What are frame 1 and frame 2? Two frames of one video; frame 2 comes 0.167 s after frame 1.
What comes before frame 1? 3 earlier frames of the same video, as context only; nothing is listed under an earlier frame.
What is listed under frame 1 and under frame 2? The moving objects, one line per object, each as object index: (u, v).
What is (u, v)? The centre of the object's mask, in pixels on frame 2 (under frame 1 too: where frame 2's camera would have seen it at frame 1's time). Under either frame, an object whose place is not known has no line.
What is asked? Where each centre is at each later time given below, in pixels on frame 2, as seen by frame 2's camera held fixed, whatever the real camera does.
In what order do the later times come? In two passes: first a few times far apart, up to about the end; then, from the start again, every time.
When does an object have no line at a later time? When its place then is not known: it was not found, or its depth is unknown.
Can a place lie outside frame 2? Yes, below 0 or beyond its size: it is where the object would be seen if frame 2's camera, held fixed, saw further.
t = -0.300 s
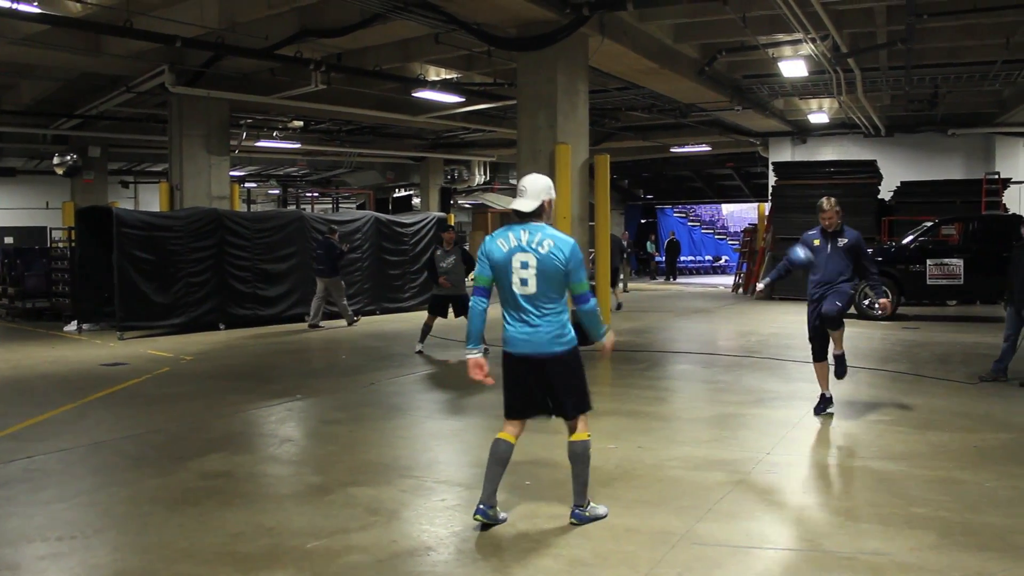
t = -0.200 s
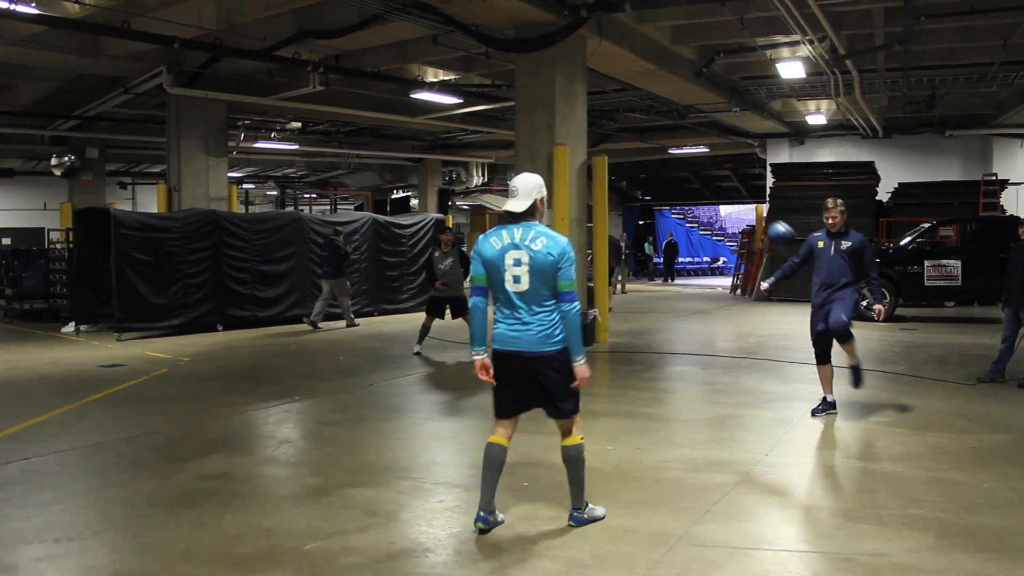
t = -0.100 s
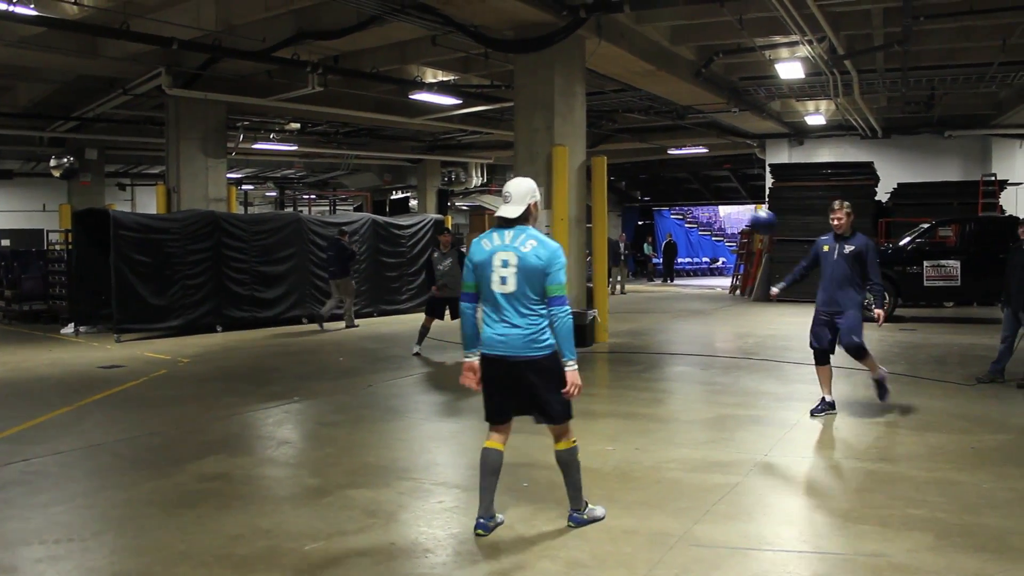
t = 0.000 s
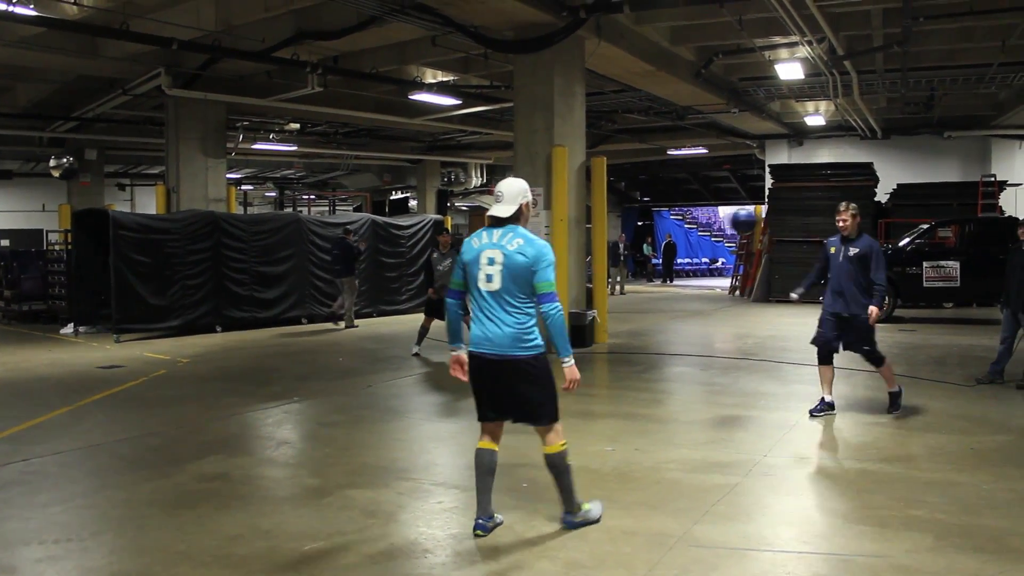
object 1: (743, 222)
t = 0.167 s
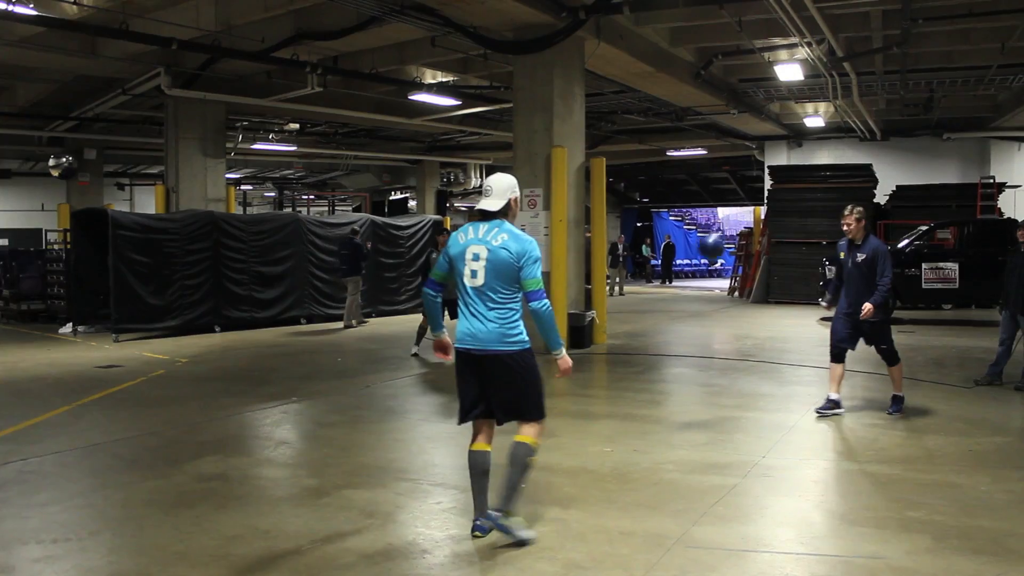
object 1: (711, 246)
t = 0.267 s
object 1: (693, 277)
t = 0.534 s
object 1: (642, 422)
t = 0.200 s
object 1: (706, 254)
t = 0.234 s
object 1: (699, 265)
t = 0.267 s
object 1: (693, 277)
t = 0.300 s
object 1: (685, 293)
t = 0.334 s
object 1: (680, 306)
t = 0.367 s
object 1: (673, 321)
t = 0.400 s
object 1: (667, 338)
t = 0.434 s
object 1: (661, 358)
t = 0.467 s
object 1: (654, 379)
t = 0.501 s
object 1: (648, 400)
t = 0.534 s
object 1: (642, 422)
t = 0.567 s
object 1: (638, 409)
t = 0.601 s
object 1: (635, 398)
